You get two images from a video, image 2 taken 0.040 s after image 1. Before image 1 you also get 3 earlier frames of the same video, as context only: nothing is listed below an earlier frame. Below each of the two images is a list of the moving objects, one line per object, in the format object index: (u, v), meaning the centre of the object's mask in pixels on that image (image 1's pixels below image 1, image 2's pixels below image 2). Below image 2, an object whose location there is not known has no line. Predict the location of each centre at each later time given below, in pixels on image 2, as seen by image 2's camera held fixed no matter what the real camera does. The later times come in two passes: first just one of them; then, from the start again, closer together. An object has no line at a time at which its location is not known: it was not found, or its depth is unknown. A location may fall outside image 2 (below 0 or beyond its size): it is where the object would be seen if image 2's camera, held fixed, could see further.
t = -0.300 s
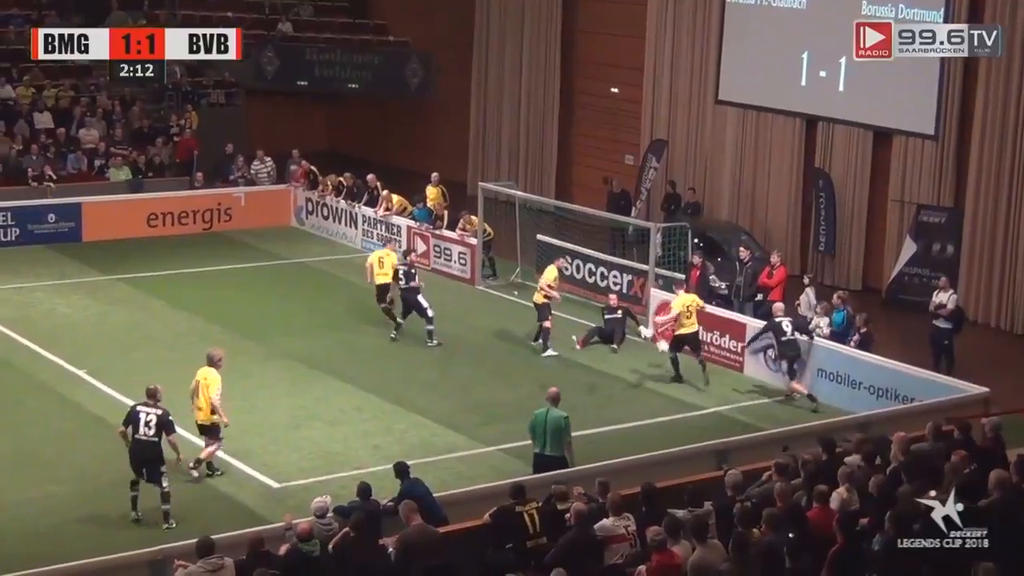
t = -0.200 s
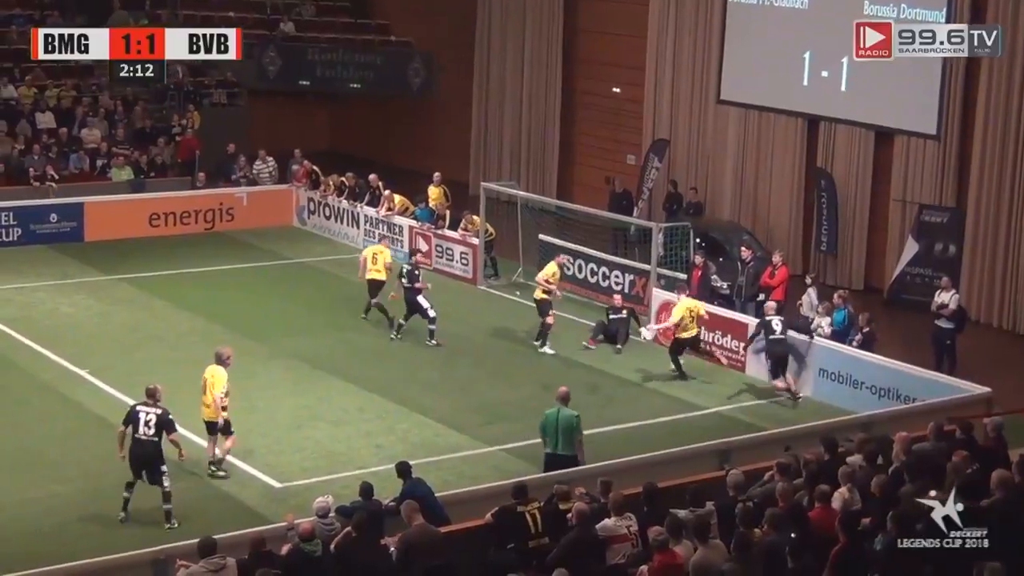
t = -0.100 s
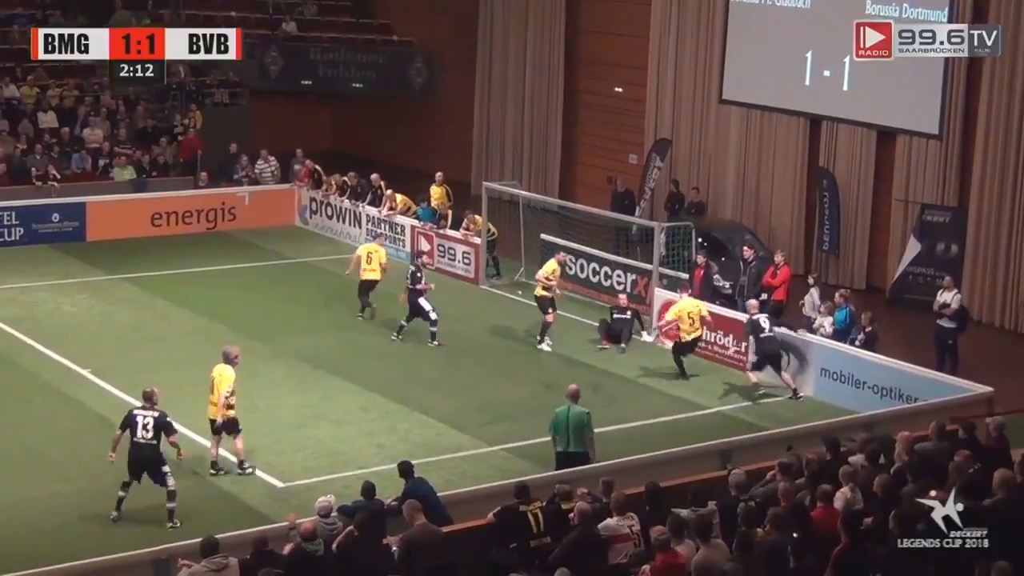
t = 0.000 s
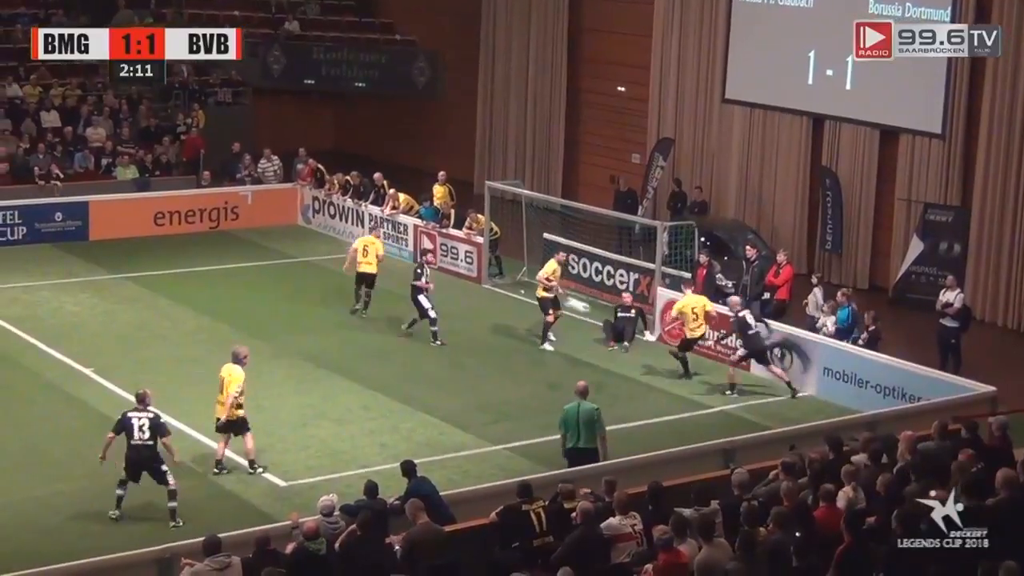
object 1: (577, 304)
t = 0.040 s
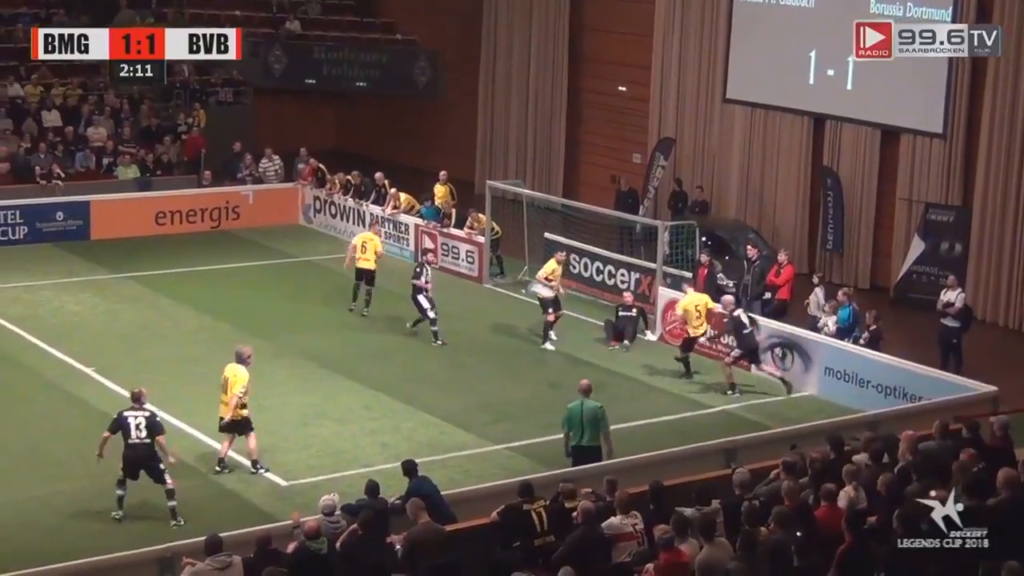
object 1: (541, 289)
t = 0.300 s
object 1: (301, 225)
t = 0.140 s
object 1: (448, 260)
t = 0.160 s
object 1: (429, 256)
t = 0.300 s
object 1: (301, 225)
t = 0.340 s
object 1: (264, 218)
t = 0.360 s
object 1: (245, 215)
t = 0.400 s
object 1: (208, 211)
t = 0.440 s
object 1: (170, 206)
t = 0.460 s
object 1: (151, 204)
